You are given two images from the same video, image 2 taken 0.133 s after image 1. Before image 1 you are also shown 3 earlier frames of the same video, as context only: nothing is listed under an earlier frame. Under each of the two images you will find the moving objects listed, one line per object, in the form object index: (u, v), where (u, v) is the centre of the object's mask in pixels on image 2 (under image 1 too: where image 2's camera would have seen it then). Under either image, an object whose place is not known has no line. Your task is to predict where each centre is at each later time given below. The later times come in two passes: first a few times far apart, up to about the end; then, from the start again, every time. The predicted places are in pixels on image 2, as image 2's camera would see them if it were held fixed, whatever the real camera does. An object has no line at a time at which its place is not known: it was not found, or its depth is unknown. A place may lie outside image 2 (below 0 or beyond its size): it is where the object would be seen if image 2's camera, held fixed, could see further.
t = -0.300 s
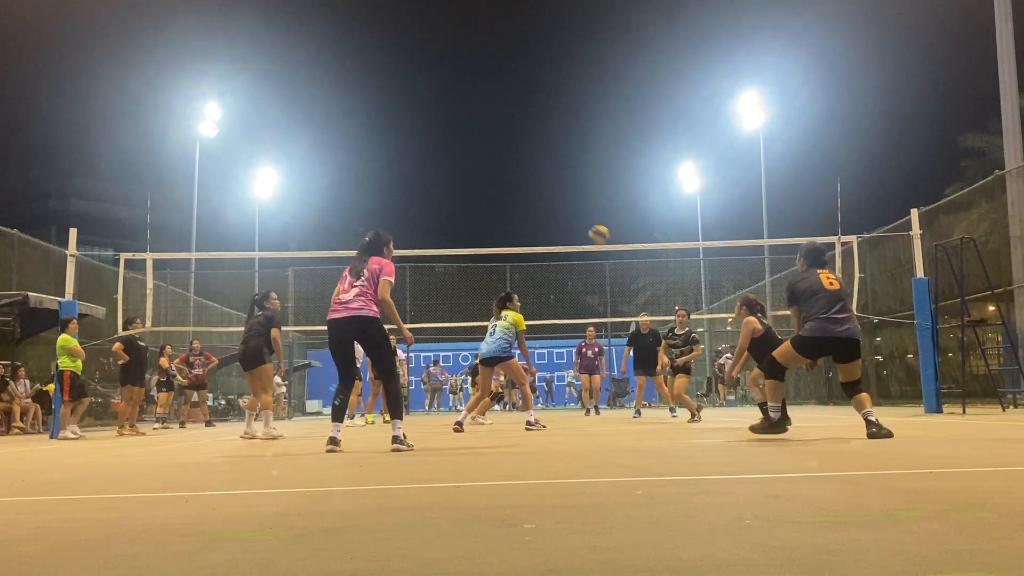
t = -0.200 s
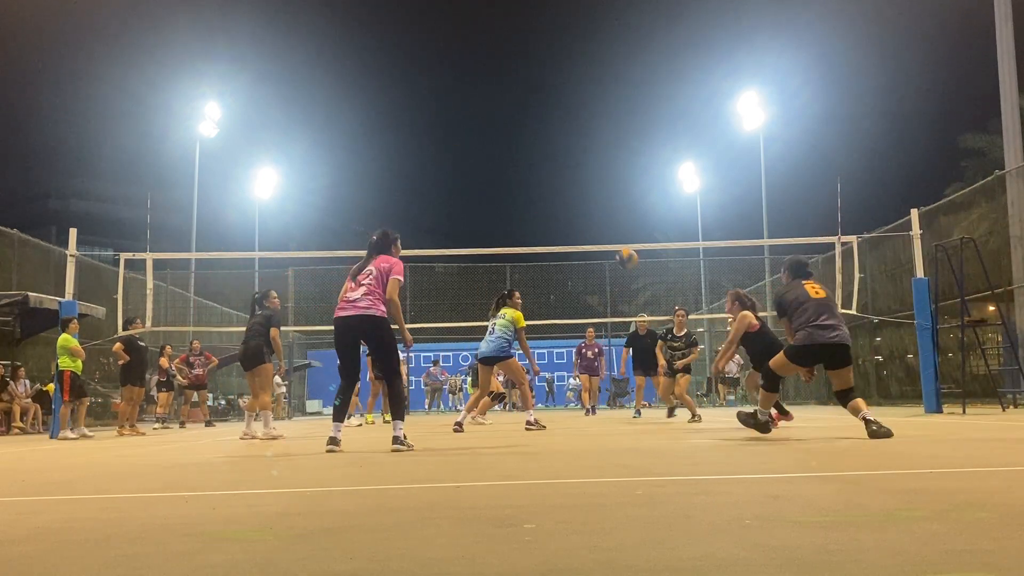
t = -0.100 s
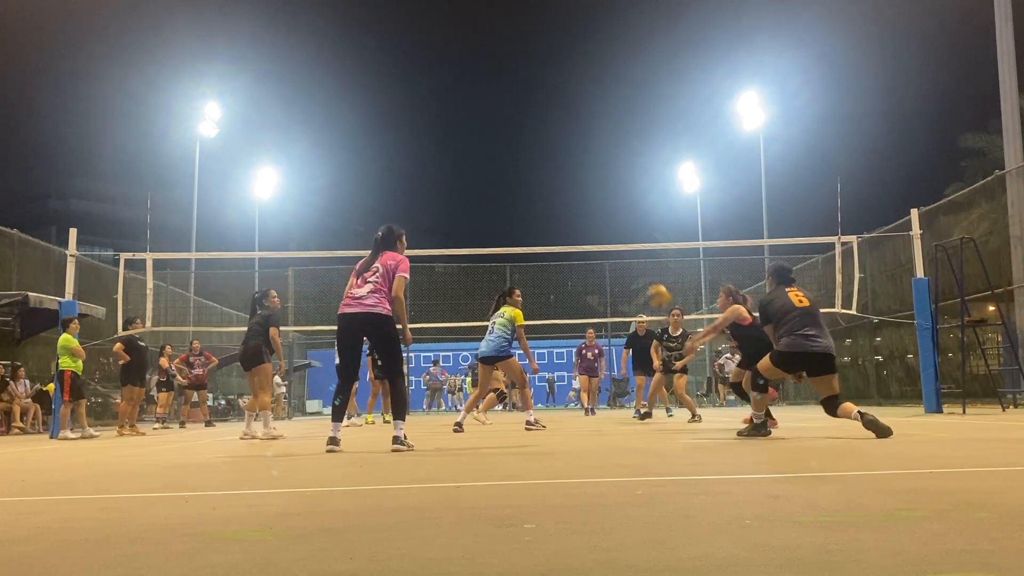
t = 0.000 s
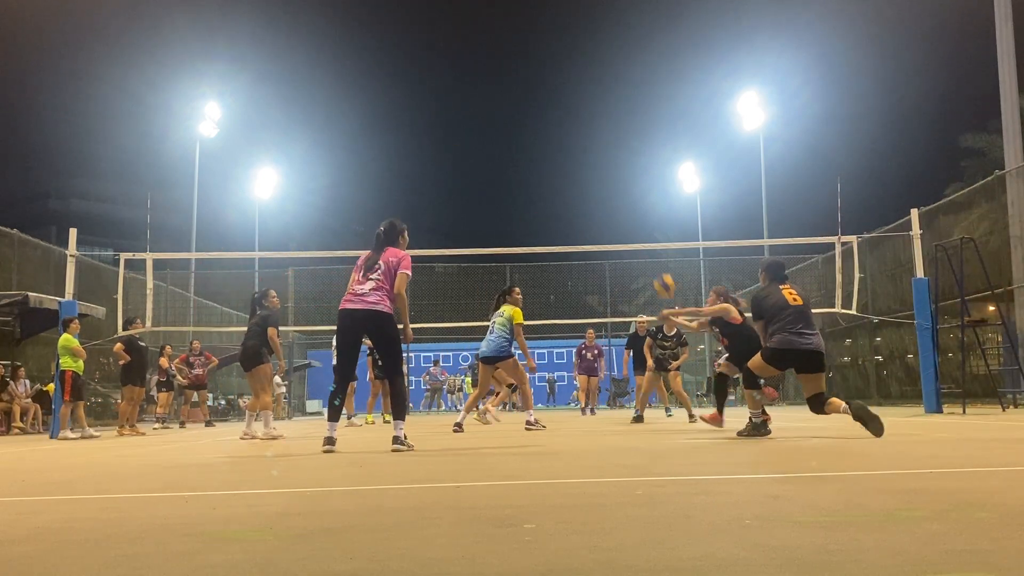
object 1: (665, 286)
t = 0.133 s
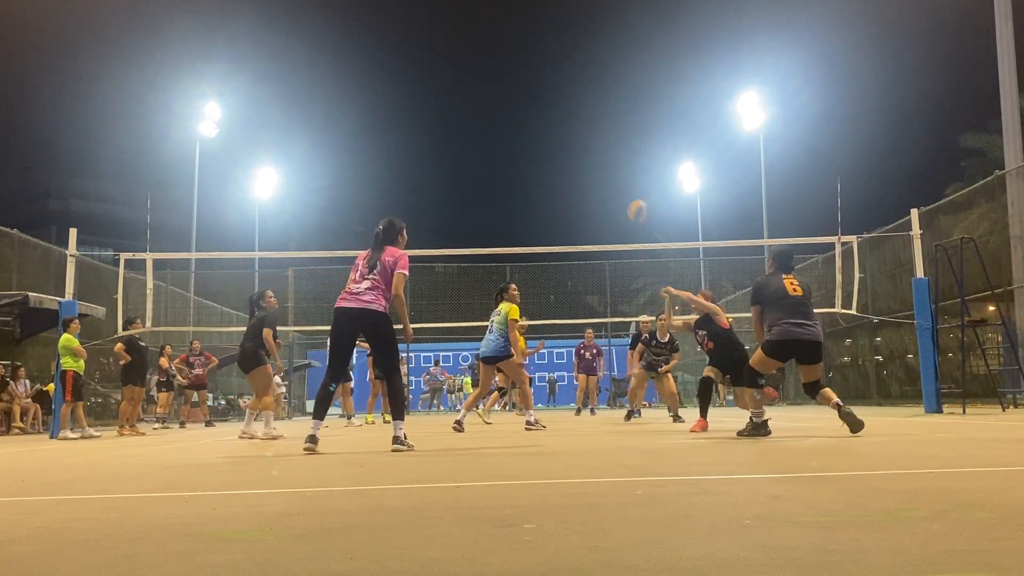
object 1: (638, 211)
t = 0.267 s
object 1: (614, 160)
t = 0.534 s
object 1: (573, 115)
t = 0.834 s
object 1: (535, 141)
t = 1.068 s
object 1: (511, 208)
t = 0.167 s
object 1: (631, 196)
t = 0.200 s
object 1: (626, 183)
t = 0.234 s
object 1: (620, 170)
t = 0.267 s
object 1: (614, 160)
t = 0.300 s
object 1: (608, 150)
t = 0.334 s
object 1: (603, 142)
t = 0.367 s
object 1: (598, 135)
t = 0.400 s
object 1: (593, 129)
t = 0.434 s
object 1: (588, 124)
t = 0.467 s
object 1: (583, 120)
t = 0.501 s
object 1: (578, 117)
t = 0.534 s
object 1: (573, 115)
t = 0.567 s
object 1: (568, 115)
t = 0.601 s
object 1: (564, 115)
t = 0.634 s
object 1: (559, 116)
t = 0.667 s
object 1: (555, 118)
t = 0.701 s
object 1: (551, 121)
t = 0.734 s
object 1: (547, 125)
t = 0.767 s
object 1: (543, 129)
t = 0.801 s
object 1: (539, 135)
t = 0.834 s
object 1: (535, 141)
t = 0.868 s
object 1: (532, 148)
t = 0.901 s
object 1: (528, 156)
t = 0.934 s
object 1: (524, 165)
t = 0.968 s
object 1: (521, 175)
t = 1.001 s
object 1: (517, 185)
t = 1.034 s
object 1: (514, 196)
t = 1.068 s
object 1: (511, 208)
